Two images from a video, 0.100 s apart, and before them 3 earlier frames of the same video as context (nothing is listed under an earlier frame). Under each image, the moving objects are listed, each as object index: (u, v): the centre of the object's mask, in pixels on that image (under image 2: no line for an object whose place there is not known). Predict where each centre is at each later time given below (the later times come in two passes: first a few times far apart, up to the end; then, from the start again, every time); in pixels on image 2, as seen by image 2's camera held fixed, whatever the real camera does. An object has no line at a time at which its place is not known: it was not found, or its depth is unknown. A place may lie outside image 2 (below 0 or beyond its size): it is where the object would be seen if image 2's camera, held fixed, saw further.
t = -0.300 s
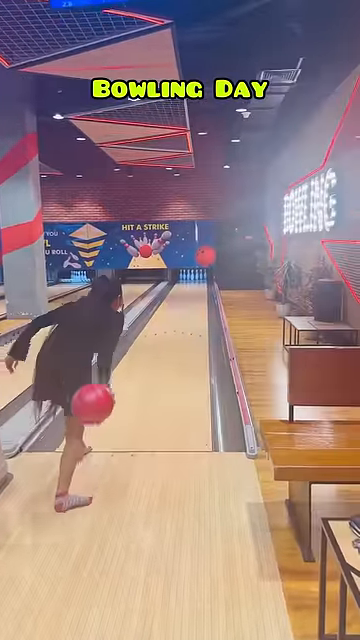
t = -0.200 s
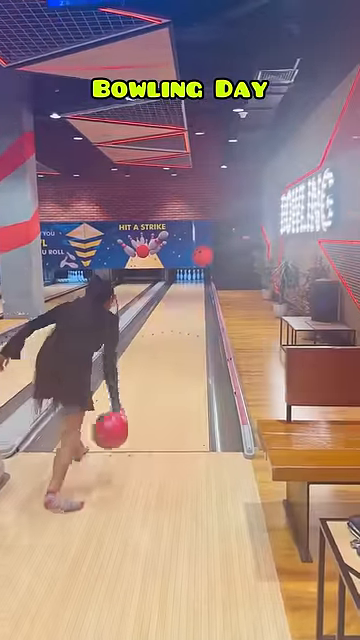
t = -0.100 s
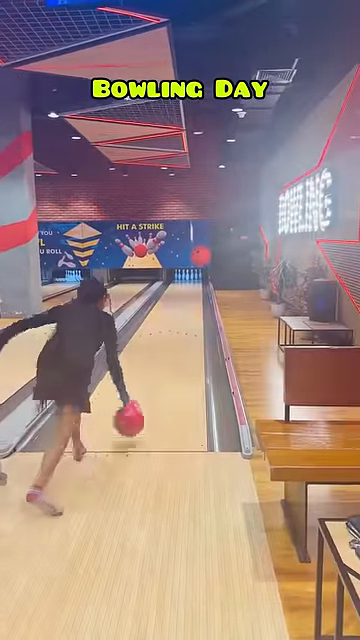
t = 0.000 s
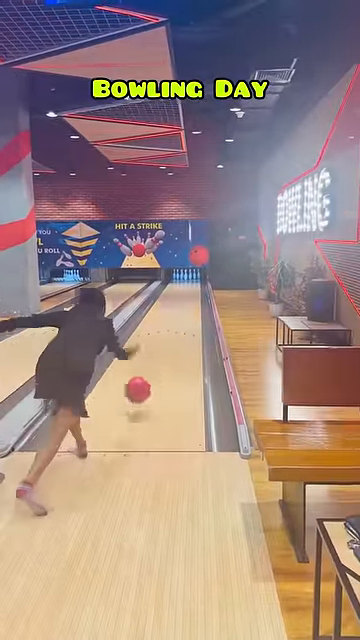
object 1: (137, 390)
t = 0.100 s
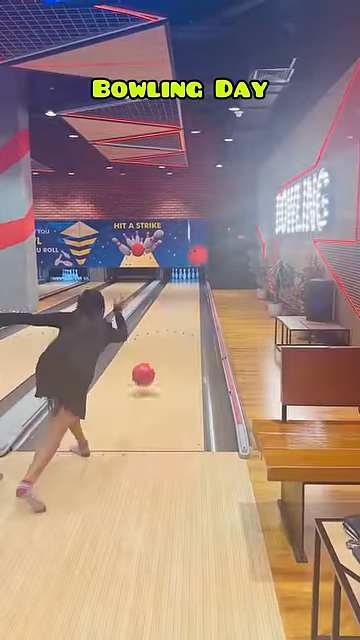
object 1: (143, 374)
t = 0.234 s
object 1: (151, 361)
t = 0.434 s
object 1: (158, 341)
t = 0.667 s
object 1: (164, 324)
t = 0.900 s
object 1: (167, 313)
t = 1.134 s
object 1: (170, 305)
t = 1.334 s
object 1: (171, 299)
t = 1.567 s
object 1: (172, 294)
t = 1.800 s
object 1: (172, 290)
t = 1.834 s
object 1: (172, 290)
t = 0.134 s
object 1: (145, 373)
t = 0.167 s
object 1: (147, 371)
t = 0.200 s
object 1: (149, 365)
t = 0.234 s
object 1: (151, 361)
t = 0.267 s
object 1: (152, 358)
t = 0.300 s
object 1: (153, 354)
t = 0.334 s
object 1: (155, 350)
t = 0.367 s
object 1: (156, 347)
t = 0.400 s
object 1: (157, 344)
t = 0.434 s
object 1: (158, 341)
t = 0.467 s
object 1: (159, 338)
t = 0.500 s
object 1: (160, 335)
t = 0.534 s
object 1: (161, 332)
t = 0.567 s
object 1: (161, 330)
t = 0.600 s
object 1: (162, 329)
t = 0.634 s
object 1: (163, 326)
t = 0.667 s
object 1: (164, 324)
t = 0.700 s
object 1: (164, 323)
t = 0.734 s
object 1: (164, 321)
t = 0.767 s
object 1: (165, 319)
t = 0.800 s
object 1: (166, 317)
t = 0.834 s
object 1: (166, 316)
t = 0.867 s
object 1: (166, 314)
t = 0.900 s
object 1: (167, 313)
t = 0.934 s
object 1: (167, 312)
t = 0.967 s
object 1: (168, 310)
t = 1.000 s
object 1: (168, 309)
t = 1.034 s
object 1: (169, 308)
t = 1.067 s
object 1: (169, 306)
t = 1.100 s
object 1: (169, 305)
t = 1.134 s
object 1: (170, 305)
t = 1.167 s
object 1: (170, 304)
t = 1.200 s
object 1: (170, 303)
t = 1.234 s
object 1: (170, 302)
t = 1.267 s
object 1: (170, 300)
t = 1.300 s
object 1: (171, 299)
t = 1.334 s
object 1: (171, 299)
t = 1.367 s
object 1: (171, 299)
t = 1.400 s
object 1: (171, 298)
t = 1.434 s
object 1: (172, 297)
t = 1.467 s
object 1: (172, 296)
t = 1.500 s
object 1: (172, 295)
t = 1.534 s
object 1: (172, 295)
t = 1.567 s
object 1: (172, 294)
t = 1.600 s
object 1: (172, 294)
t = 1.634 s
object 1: (172, 293)
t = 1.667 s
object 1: (172, 293)
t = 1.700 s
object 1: (172, 292)
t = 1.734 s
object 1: (173, 291)
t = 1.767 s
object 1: (173, 291)
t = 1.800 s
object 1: (172, 290)
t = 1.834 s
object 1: (172, 290)
